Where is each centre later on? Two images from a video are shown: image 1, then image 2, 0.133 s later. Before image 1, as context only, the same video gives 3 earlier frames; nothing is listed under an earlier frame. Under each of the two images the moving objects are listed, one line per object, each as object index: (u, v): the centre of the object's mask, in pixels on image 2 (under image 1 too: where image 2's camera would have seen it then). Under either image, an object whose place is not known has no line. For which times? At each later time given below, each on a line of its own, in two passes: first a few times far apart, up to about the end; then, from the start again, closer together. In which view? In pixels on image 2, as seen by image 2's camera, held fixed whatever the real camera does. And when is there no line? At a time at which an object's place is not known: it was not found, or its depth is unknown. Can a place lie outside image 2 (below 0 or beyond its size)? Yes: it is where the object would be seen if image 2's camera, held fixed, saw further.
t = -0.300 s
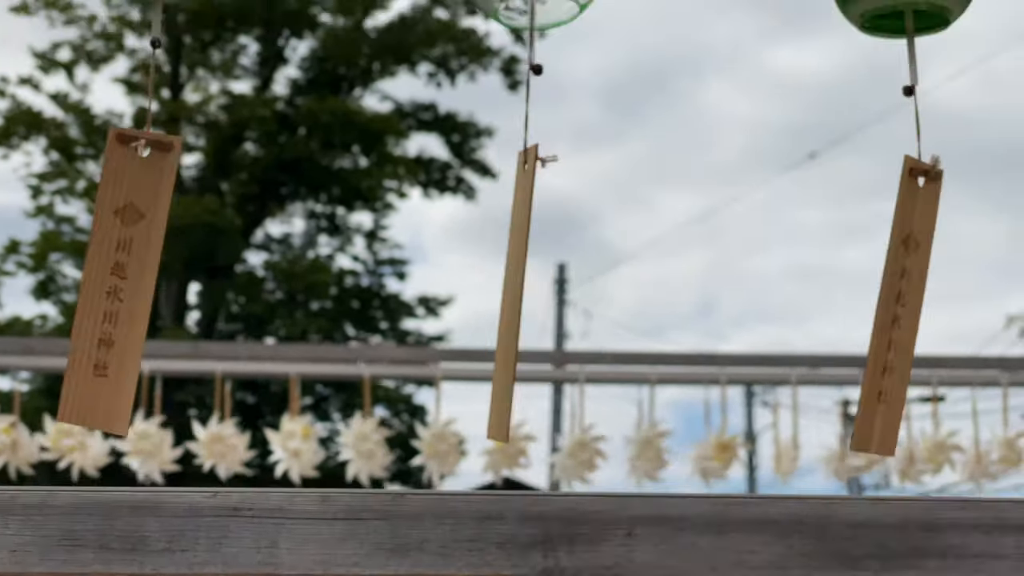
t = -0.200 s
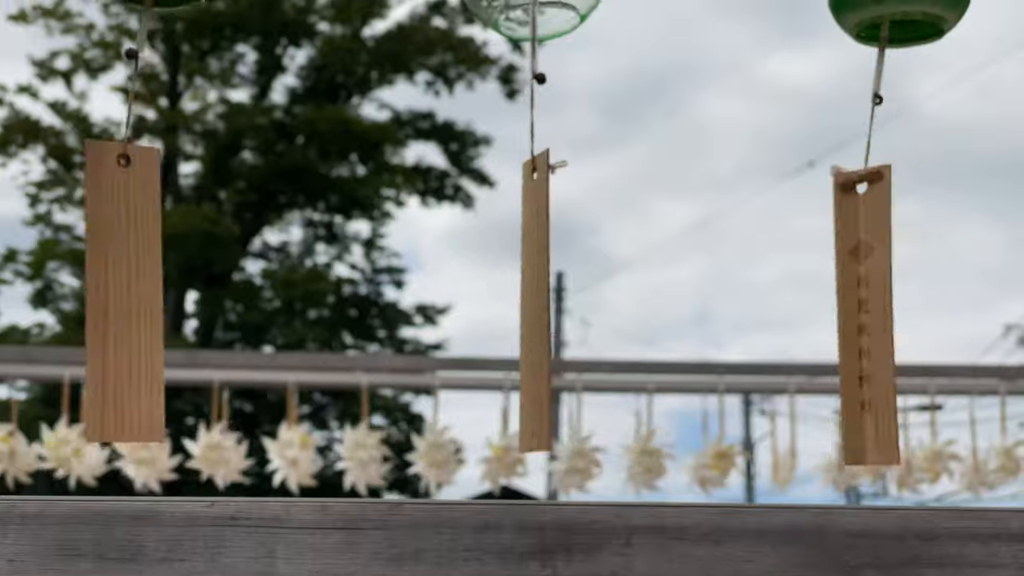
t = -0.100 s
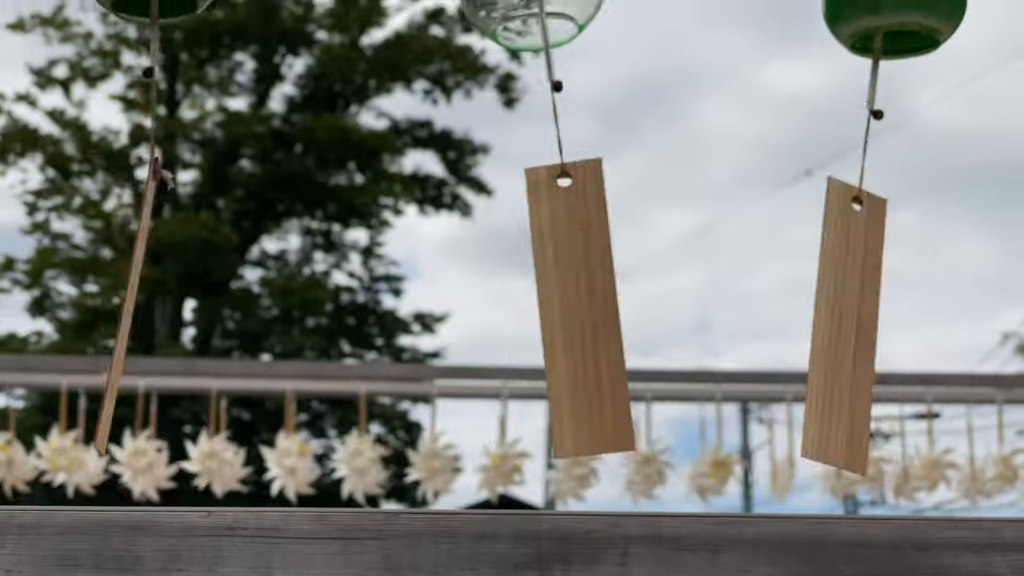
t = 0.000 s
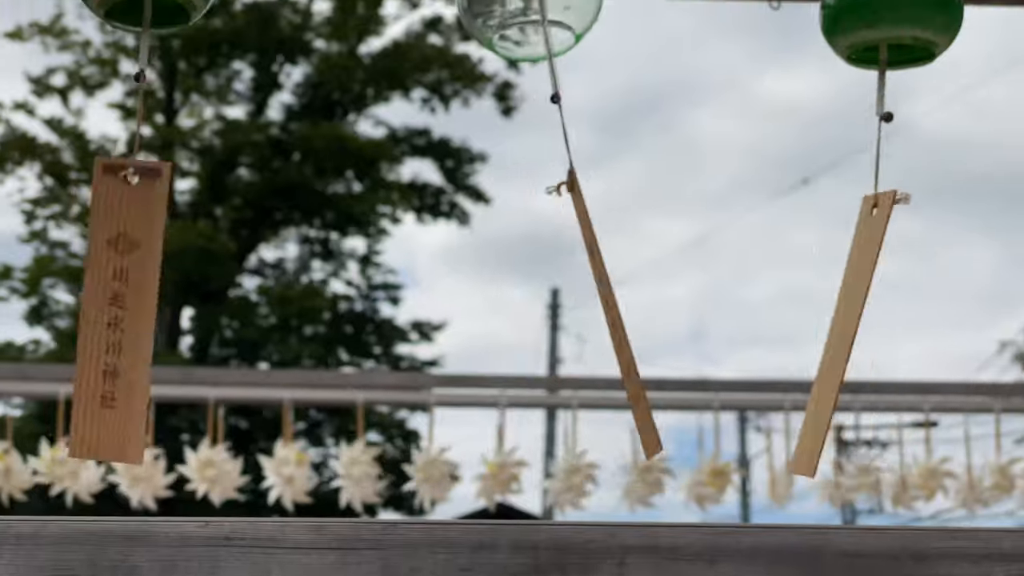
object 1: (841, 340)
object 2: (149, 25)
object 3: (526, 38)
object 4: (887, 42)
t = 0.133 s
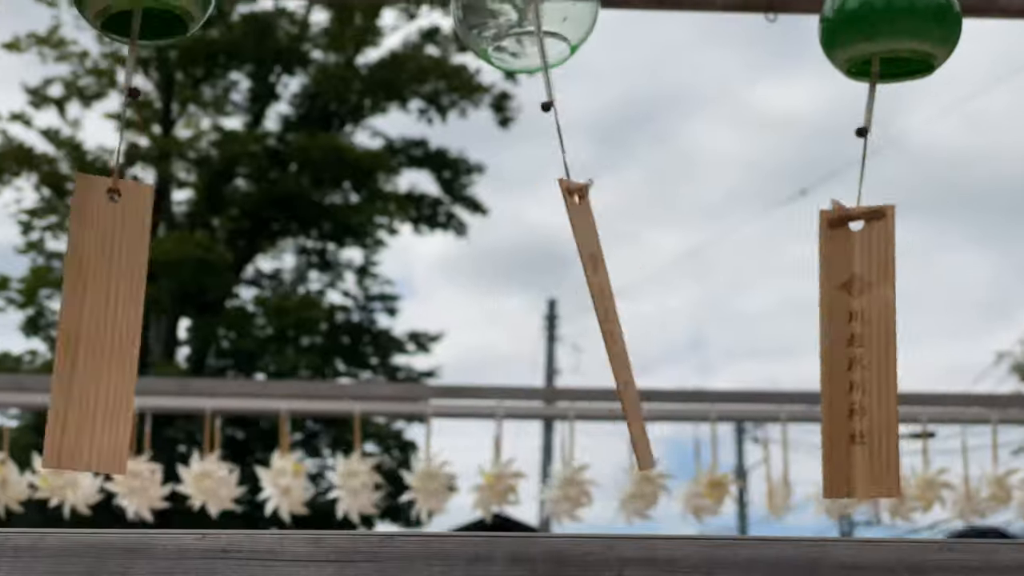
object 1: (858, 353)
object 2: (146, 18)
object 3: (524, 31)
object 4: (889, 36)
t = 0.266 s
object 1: (902, 355)
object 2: (151, 11)
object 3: (524, 25)
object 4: (891, 30)
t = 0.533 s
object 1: (931, 353)
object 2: (147, 1)
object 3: (526, 16)
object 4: (892, 25)
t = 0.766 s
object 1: (971, 347)
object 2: (146, -7)
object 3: (525, 8)
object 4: (893, 25)
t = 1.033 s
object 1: (953, 354)
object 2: (150, -11)
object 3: (531, 7)
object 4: (894, 24)
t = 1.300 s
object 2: (145, -17)
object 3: (526, 5)
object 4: (892, 25)
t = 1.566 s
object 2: (150, -19)
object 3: (524, 5)
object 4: (893, 24)
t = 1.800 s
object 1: (911, 351)
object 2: (140, -20)
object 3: (528, 7)
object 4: (890, 25)
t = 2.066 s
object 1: (978, 348)
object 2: (150, -20)
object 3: (525, 6)
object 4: (891, 25)
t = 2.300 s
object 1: (934, 350)
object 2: (150, -17)
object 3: (521, 7)
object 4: (894, 25)
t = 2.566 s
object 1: (771, 335)
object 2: (147, -18)
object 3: (518, 9)
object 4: (882, 26)
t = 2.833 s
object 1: (870, 334)
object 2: (148, -19)
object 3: (531, 7)
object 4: (890, 29)
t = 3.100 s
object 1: (899, 342)
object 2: (154, -19)
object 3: (514, 9)
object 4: (896, 26)
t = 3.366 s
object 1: (820, 340)
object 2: (136, -22)
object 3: (524, 6)
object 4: (882, 26)
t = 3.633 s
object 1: (866, 333)
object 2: (143, -20)
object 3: (525, 4)
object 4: (894, 27)
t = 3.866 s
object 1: (993, 318)
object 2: (146, -20)
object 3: (517, 7)
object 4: (892, 21)
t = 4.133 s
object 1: (943, 334)
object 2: (145, -20)
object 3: (529, 6)
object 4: (892, 24)
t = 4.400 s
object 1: (904, 337)
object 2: (142, -20)
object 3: (516, 5)
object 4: (892, 25)
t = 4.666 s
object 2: (138, -21)
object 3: (527, 6)
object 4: (890, 24)
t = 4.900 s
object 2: (147, -19)
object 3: (524, 6)
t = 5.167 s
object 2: (141, -22)
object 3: (518, 6)
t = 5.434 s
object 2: (142, -19)
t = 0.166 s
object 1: (869, 353)
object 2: (146, 16)
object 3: (524, 29)
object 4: (890, 35)
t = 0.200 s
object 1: (881, 352)
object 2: (149, 14)
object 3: (524, 28)
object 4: (890, 34)
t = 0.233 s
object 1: (892, 352)
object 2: (151, 13)
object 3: (524, 26)
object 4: (891, 32)
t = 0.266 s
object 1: (902, 355)
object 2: (151, 11)
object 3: (524, 25)
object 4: (891, 30)
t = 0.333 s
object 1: (910, 354)
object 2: (151, 9)
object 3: (525, 22)
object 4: (892, 28)
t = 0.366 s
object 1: (914, 355)
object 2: (151, 8)
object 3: (525, 22)
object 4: (892, 27)
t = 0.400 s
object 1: (917, 355)
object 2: (151, 6)
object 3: (525, 21)
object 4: (892, 26)
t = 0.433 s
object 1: (920, 355)
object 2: (150, 5)
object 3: (525, 20)
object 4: (892, 26)
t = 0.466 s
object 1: (924, 354)
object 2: (149, 4)
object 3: (525, 19)
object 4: (892, 25)
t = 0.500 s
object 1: (927, 353)
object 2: (148, 3)
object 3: (526, 17)
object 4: (892, 25)
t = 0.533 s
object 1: (931, 353)
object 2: (147, 1)
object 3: (526, 16)
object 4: (892, 25)
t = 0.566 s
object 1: (935, 352)
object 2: (146, 0)
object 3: (525, 15)
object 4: (892, 25)
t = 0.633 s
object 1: (955, 352)
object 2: (146, -2)
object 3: (526, 13)
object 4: (893, 25)
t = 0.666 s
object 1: (963, 351)
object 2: (145, -4)
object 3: (526, 12)
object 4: (893, 25)
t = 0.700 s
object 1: (969, 350)
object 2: (145, -5)
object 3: (526, 11)
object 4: (893, 25)
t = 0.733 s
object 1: (972, 350)
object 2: (146, -6)
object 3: (525, 10)
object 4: (893, 25)
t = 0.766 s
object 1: (971, 347)
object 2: (146, -7)
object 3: (525, 8)
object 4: (893, 25)
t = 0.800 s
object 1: (968, 348)
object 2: (147, -8)
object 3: (526, 8)
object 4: (894, 25)
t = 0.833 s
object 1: (967, 352)
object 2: (148, -9)
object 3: (526, 7)
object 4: (894, 25)
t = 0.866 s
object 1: (964, 350)
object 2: (149, -9)
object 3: (527, 7)
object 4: (894, 25)
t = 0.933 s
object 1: (961, 351)
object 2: (151, -10)
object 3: (530, 7)
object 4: (894, 25)
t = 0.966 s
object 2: (151, -10)
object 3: (530, 7)
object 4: (894, 25)
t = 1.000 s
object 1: (954, 356)
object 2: (150, -11)
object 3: (531, 7)
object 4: (894, 25)
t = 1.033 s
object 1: (953, 354)
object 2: (150, -11)
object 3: (531, 7)
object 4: (894, 24)
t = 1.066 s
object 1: (951, 353)
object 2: (149, -12)
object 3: (531, 7)
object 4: (894, 25)
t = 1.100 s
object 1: (948, 350)
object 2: (148, -13)
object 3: (531, 7)
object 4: (893, 25)
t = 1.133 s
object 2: (146, -13)
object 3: (530, 7)
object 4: (893, 25)
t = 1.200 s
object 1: (952, 351)
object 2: (145, -15)
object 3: (529, 6)
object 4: (893, 25)
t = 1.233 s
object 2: (144, -15)
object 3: (528, 6)
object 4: (892, 25)
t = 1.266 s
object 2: (144, -16)
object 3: (527, 6)
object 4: (892, 25)
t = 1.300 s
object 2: (145, -17)
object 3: (526, 5)
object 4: (892, 25)
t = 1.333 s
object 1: (959, 351)
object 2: (146, -17)
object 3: (524, 5)
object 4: (892, 25)
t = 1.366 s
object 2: (147, -18)
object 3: (523, 5)
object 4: (892, 25)
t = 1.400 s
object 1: (956, 352)
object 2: (149, -18)
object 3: (523, 5)
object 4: (892, 25)
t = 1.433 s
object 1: (948, 344)
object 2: (150, -18)
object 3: (523, 4)
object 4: (893, 25)
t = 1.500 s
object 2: (150, -19)
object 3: (523, 5)
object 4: (893, 24)
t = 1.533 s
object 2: (150, -19)
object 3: (523, 5)
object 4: (893, 24)
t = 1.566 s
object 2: (150, -19)
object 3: (524, 5)
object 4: (893, 24)
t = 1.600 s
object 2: (149, -19)
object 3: (525, 6)
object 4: (893, 24)
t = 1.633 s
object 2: (147, -19)
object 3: (525, 6)
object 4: (892, 24)
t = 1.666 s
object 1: (910, 356)
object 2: (145, -19)
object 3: (526, 7)
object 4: (892, 25)
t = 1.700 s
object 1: (907, 354)
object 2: (143, -19)
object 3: (527, 7)
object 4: (891, 25)
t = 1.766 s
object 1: (907, 352)
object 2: (140, -19)
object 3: (527, 7)
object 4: (890, 25)
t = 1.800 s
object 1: (911, 351)
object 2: (140, -20)
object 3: (528, 7)
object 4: (890, 25)
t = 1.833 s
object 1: (914, 346)
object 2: (139, -20)
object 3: (527, 7)
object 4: (889, 25)
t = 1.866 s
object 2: (140, -20)
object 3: (527, 7)
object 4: (889, 25)
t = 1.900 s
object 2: (141, -20)
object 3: (526, 7)
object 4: (889, 25)
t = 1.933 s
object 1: (951, 349)
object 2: (143, -20)
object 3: (525, 6)
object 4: (889, 25)
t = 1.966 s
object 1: (961, 347)
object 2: (145, -20)
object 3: (525, 6)
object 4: (889, 25)
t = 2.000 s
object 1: (969, 342)
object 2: (147, -20)
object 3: (525, 6)
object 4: (890, 25)
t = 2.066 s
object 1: (978, 348)
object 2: (150, -20)
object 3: (525, 6)
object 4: (891, 25)
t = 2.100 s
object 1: (980, 347)
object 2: (152, -19)
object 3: (524, 6)
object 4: (892, 25)
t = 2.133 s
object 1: (983, 346)
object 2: (154, -18)
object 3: (524, 6)
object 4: (892, 25)
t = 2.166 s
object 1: (982, 349)
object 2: (154, -18)
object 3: (523, 6)
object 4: (893, 25)
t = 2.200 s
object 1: (976, 348)
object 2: (154, -18)
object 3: (523, 6)
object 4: (893, 24)
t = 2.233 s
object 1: (967, 349)
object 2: (154, -18)
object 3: (522, 6)
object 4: (893, 24)
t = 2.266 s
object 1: (952, 350)
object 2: (152, -17)
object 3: (522, 7)
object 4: (894, 25)
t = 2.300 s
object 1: (934, 350)
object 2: (150, -17)
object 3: (521, 7)
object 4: (894, 25)
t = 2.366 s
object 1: (890, 349)
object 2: (147, -17)
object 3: (519, 8)
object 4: (892, 25)
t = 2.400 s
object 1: (863, 349)
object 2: (147, -17)
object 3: (518, 9)
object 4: (891, 26)
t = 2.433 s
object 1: (829, 349)
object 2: (146, -18)
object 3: (517, 9)
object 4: (889, 26)
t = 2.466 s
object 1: (802, 347)
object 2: (147, -18)
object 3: (516, 9)
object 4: (887, 26)
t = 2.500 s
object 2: (147, -18)
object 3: (516, 9)
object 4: (885, 26)
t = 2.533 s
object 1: (775, 343)
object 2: (147, -18)
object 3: (517, 10)
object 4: (884, 26)
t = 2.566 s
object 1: (771, 335)
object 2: (147, -18)
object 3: (518, 9)
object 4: (882, 26)
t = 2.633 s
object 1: (773, 329)
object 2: (146, -19)
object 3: (523, 9)
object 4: (882, 27)
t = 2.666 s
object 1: (785, 329)
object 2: (145, -19)
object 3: (525, 9)
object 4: (882, 27)
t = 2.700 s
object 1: (799, 326)
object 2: (146, -19)
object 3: (527, 8)
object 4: (883, 27)
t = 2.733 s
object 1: (821, 320)
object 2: (146, -19)
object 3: (529, 8)
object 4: (884, 27)
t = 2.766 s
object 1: (838, 334)
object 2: (147, -19)
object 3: (530, 7)
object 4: (885, 28)
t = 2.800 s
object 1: (853, 335)
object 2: (147, -19)
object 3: (531, 7)
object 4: (888, 29)
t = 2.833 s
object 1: (870, 334)
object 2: (148, -19)
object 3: (531, 7)
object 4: (890, 29)
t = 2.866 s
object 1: (885, 348)
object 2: (148, -19)
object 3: (530, 7)
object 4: (893, 29)
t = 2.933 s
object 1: (907, 336)
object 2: (151, -19)
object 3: (526, 7)
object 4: (897, 28)
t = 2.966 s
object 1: (918, 346)
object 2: (153, -19)
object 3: (523, 8)
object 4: (898, 28)
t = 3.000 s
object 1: (920, 344)
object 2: (154, -19)
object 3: (521, 8)
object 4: (898, 27)
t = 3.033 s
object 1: (916, 332)
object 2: (155, -19)
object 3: (518, 8)
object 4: (898, 27)
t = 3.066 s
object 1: (910, 344)
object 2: (155, -18)
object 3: (516, 9)
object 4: (898, 26)
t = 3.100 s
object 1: (899, 342)
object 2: (154, -19)
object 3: (514, 9)
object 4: (896, 26)
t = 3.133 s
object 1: (893, 349)
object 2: (153, -19)
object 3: (512, 9)
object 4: (895, 25)
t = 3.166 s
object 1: (882, 343)
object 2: (151, -19)
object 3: (512, 9)
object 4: (892, 25)
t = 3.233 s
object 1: (860, 346)
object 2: (147, -20)
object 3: (515, 8)
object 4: (887, 25)
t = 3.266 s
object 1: (848, 342)
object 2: (144, -20)
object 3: (516, 8)
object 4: (885, 25)
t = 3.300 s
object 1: (839, 336)
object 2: (142, -21)
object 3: (518, 7)
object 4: (884, 25)
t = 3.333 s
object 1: (829, 343)
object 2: (139, -22)
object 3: (521, 7)
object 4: (882, 26)
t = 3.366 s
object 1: (820, 340)
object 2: (136, -22)
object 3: (524, 6)
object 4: (882, 26)
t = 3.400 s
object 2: (135, -22)
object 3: (527, 5)
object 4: (882, 27)
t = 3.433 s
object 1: (812, 342)
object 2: (135, -22)
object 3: (529, 4)
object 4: (882, 27)
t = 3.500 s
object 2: (136, -21)
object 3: (530, 4)
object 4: (886, 28)
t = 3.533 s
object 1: (826, 344)
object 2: (137, -21)
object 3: (529, 4)
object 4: (888, 28)
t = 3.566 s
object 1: (837, 341)
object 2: (138, -20)
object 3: (528, 4)
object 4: (890, 28)
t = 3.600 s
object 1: (851, 339)
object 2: (141, -20)
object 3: (527, 4)
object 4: (892, 27)
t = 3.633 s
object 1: (866, 333)
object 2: (143, -20)
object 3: (525, 4)
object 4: (894, 27)
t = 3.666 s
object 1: (885, 340)
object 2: (144, -20)
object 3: (522, 5)
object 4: (895, 26)
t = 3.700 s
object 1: (905, 338)
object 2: (146, -20)
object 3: (519, 5)
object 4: (896, 26)
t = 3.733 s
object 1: (927, 335)
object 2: (146, -20)
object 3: (517, 6)
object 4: (896, 24)
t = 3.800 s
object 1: (968, 330)
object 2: (147, -20)
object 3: (516, 6)
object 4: (895, 23)
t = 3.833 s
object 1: (983, 326)
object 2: (147, -20)
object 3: (516, 7)
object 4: (894, 22)
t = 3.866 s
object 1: (993, 318)
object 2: (146, -20)
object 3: (517, 7)
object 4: (892, 21)
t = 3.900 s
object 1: (996, 312)
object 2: (145, -21)
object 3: (518, 7)
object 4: (892, 21)
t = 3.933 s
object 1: (997, 310)
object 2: (144, -20)
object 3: (520, 7)
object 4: (891, 21)
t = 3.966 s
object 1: (995, 315)
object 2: (144, -20)
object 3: (522, 7)
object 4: (890, 21)
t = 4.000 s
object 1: (990, 324)
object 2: (144, -20)
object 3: (525, 7)
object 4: (890, 22)
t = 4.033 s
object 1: (979, 328)
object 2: (144, -20)
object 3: (527, 7)
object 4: (890, 22)
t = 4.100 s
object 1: (951, 325)
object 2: (144, -20)
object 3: (529, 6)
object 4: (891, 24)
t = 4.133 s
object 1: (943, 334)
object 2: (145, -20)
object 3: (529, 6)
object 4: (892, 24)
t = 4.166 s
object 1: (934, 333)
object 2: (145, -19)
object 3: (528, 6)
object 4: (892, 25)
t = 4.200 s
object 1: (925, 332)
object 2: (145, -19)
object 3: (527, 5)
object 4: (893, 25)
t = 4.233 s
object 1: (917, 332)
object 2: (146, -19)
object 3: (526, 5)
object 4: (893, 26)
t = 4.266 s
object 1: (912, 328)
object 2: (146, -19)
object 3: (523, 5)
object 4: (893, 26)
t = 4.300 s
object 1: (911, 336)
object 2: (145, -19)
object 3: (521, 5)
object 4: (893, 26)
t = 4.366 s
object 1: (906, 338)
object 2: (144, -19)
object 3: (517, 5)
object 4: (893, 26)
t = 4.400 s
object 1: (904, 337)
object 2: (142, -20)
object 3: (516, 5)
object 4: (892, 25)
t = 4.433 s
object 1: (902, 325)
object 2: (141, -20)
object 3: (516, 5)
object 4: (892, 25)
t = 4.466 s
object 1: (909, 337)
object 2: (140, -21)
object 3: (516, 5)
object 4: (891, 24)
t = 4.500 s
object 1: (915, 334)
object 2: (138, -21)
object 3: (517, 5)
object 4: (890, 24)
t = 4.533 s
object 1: (922, 331)
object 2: (138, -21)
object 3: (518, 6)
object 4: (890, 24)
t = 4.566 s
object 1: (930, 330)
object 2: (137, -22)
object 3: (520, 6)
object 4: (889, 24)
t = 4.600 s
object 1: (938, 333)
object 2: (137, -22)
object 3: (523, 6)
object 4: (889, 24)
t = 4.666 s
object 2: (138, -21)
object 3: (527, 6)
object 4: (890, 24)
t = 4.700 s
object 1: (944, 335)
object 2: (139, -21)
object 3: (528, 6)
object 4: (890, 24)
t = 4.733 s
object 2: (141, -20)
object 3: (529, 6)
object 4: (891, 24)
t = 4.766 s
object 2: (142, -20)
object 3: (529, 6)
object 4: (892, 24)
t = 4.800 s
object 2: (144, -20)
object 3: (529, 6)
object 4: (893, 25)
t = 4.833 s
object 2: (145, -20)
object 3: (528, 6)
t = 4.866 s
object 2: (146, -19)
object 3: (526, 6)
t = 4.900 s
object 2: (147, -19)
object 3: (524, 6)
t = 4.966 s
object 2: (148, -20)
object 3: (520, 6)
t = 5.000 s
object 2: (147, -20)
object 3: (518, 6)
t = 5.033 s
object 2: (146, -21)
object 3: (516, 6)
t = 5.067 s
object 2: (145, -21)
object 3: (516, 6)
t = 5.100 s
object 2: (143, -21)
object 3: (516, 6)
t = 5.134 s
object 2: (142, -22)
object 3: (517, 6)
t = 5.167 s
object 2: (141, -22)
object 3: (518, 6)
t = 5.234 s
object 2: (140, -22)
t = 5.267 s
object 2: (139, -21)
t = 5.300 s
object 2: (140, -21)
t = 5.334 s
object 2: (140, -20)
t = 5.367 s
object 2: (141, -20)
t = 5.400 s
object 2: (141, -20)
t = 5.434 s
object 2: (142, -19)
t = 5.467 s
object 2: (143, -19)
